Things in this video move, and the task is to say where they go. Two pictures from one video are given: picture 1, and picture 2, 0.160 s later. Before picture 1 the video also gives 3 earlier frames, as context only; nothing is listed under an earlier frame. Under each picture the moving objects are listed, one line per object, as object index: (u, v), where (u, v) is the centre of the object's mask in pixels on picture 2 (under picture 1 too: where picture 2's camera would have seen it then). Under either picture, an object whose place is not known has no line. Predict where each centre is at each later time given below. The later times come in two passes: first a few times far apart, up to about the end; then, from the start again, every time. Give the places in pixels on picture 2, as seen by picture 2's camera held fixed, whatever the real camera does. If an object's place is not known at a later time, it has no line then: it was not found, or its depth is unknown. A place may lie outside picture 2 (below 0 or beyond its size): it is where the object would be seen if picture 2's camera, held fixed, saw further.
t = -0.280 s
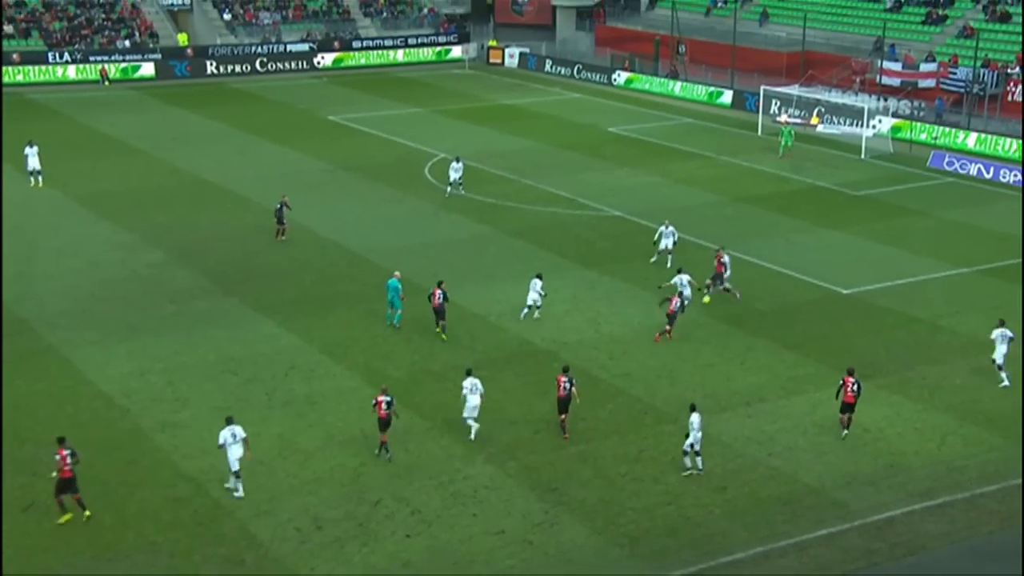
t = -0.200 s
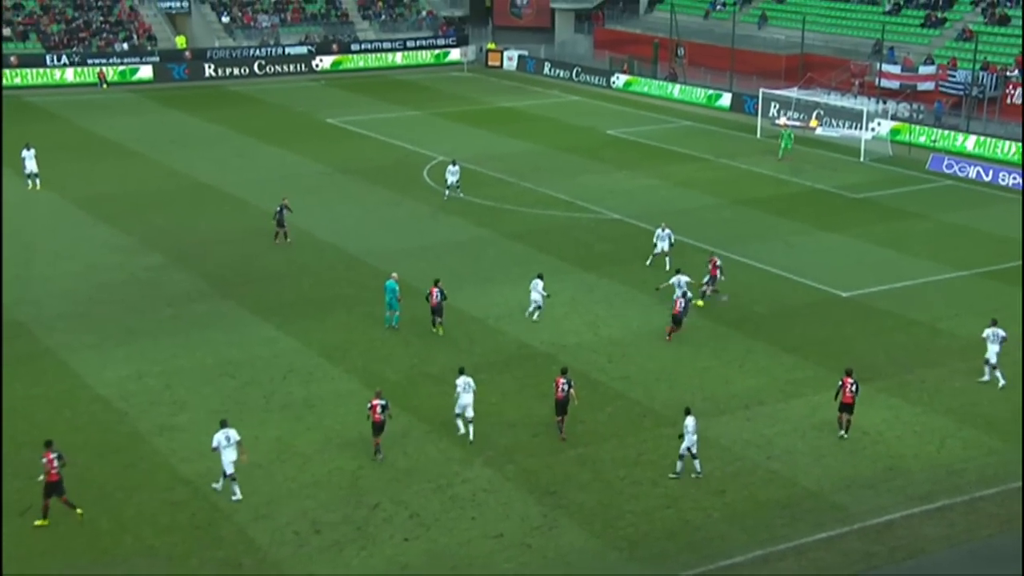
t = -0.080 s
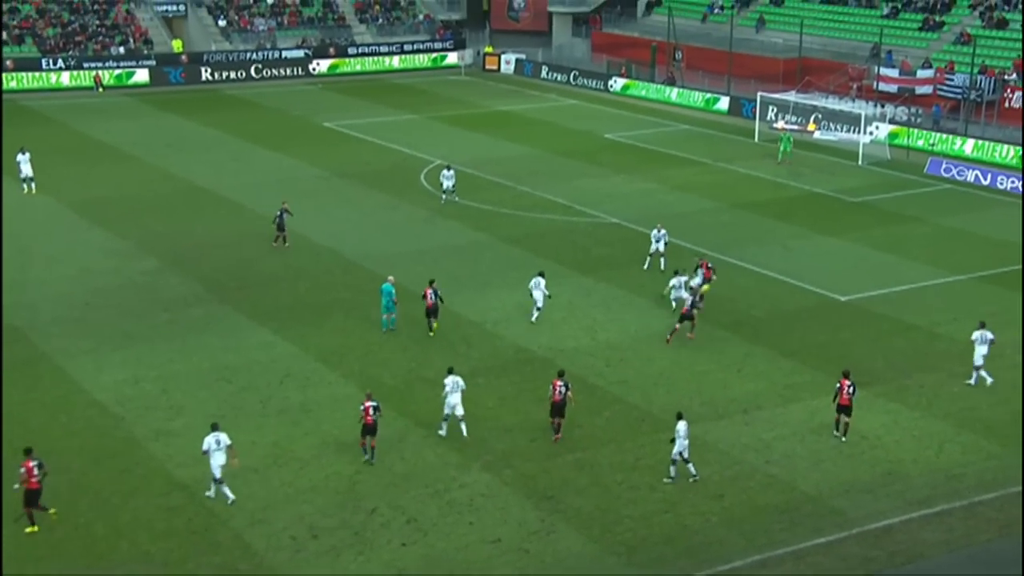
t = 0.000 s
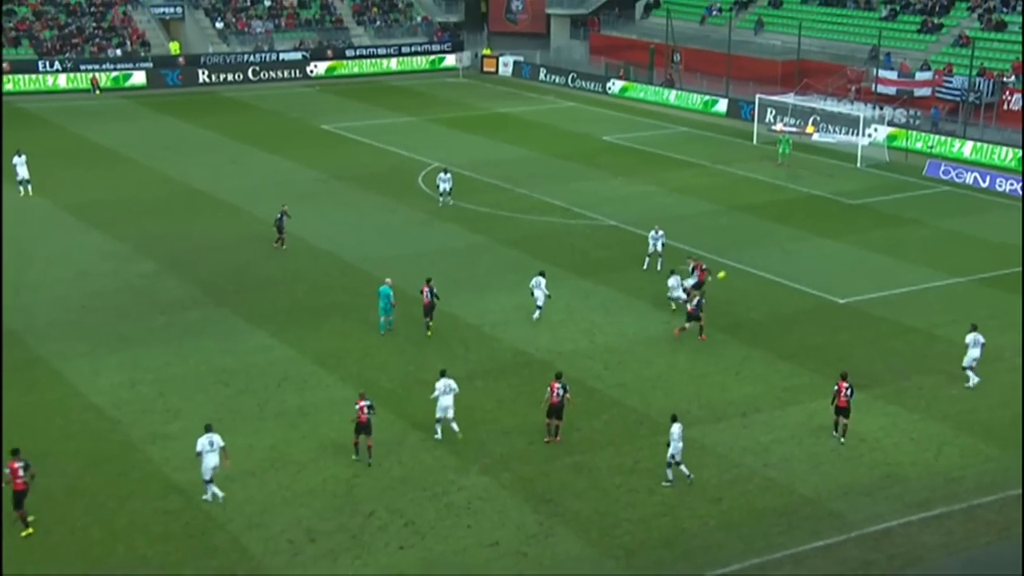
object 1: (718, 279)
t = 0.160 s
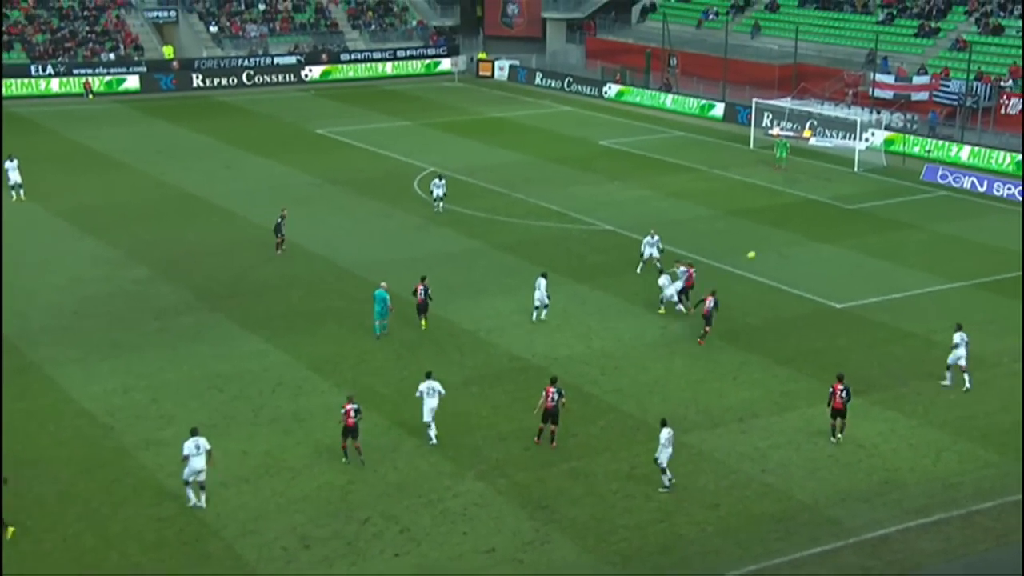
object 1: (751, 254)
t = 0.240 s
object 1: (767, 245)
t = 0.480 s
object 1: (810, 226)
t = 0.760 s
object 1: (854, 223)
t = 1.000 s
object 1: (888, 234)
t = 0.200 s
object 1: (759, 249)
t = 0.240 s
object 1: (767, 245)
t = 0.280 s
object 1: (774, 241)
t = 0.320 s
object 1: (782, 237)
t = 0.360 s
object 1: (789, 233)
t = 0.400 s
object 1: (796, 231)
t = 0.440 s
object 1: (803, 228)
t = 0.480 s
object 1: (810, 226)
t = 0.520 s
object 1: (817, 225)
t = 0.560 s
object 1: (823, 224)
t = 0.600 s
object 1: (830, 223)
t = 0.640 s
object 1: (836, 222)
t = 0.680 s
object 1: (842, 222)
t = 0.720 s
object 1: (848, 223)
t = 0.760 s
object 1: (854, 223)
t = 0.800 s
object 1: (860, 224)
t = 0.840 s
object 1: (866, 226)
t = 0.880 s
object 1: (872, 227)
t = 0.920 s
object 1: (877, 229)
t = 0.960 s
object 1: (883, 232)
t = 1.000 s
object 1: (888, 234)
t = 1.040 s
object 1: (894, 238)
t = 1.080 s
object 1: (900, 241)
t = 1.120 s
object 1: (905, 245)
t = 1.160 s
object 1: (910, 249)
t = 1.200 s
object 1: (916, 253)
